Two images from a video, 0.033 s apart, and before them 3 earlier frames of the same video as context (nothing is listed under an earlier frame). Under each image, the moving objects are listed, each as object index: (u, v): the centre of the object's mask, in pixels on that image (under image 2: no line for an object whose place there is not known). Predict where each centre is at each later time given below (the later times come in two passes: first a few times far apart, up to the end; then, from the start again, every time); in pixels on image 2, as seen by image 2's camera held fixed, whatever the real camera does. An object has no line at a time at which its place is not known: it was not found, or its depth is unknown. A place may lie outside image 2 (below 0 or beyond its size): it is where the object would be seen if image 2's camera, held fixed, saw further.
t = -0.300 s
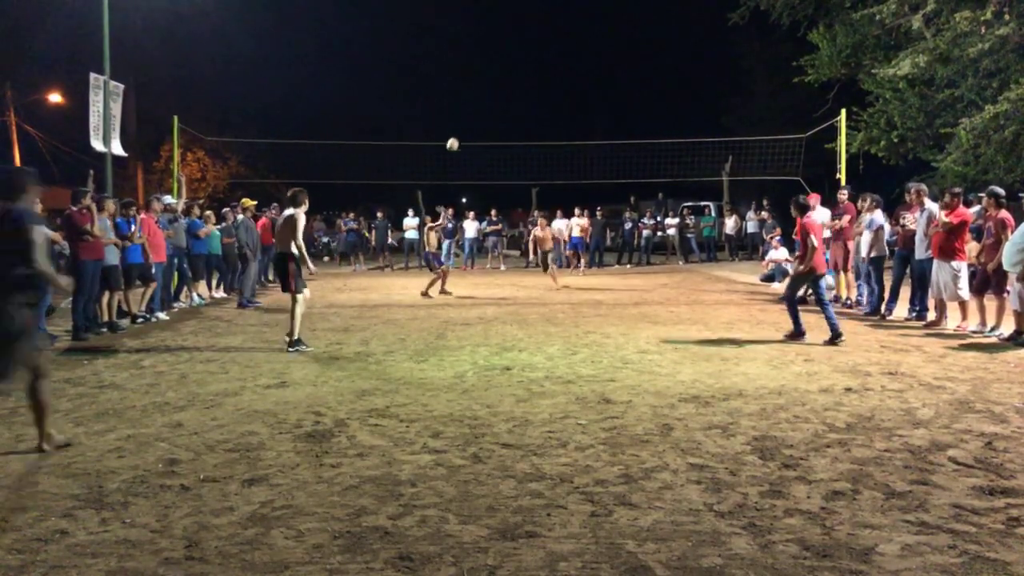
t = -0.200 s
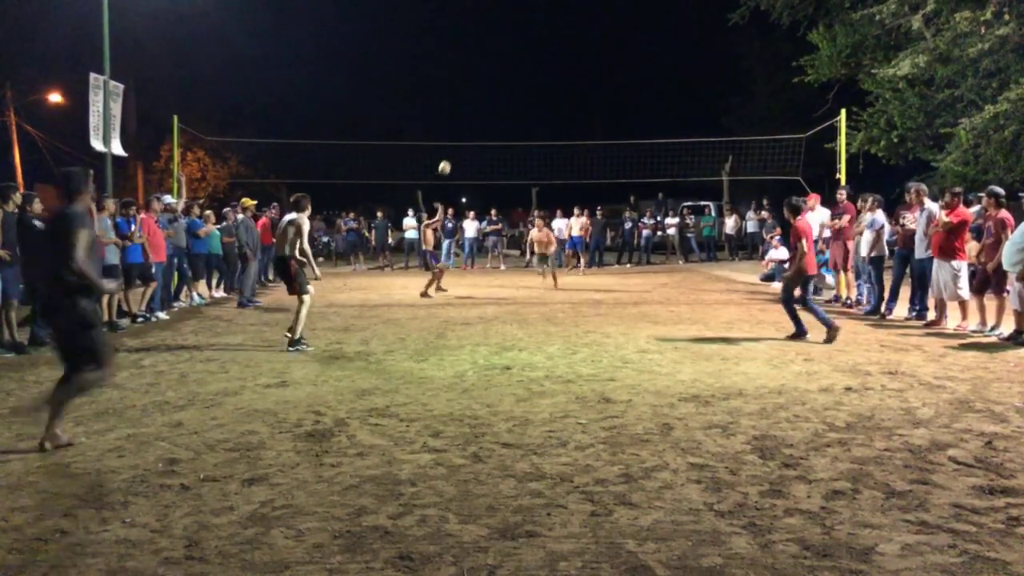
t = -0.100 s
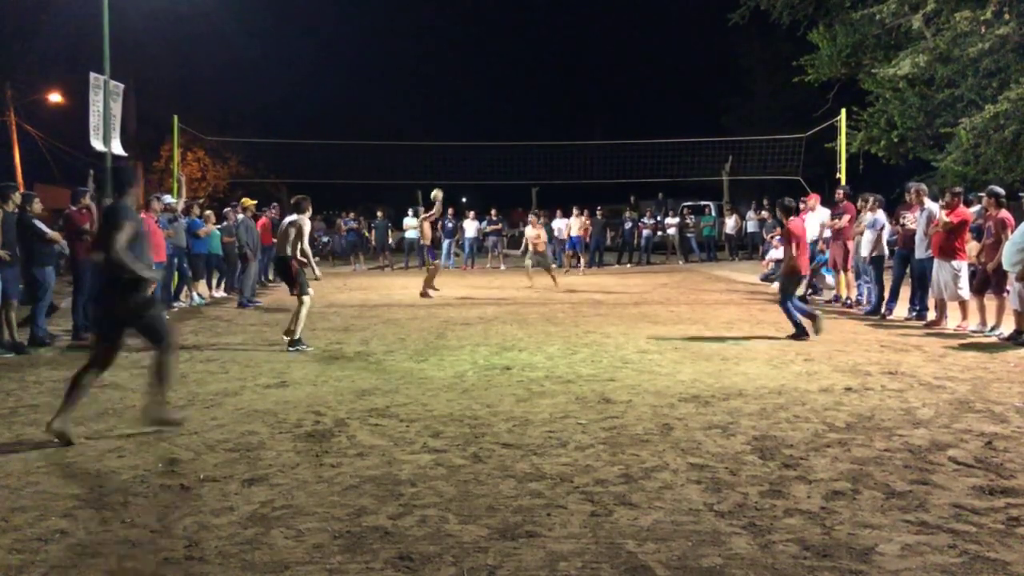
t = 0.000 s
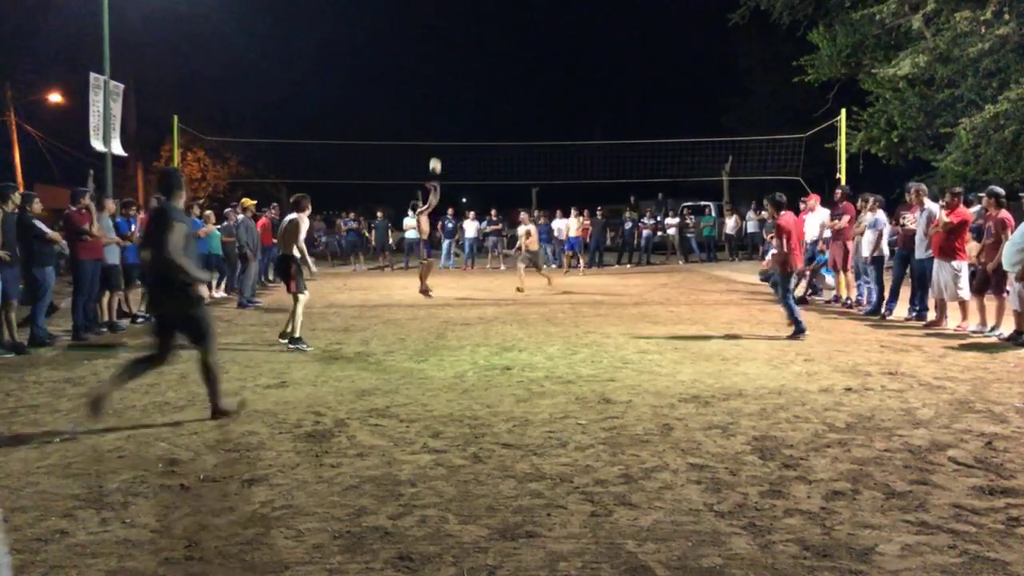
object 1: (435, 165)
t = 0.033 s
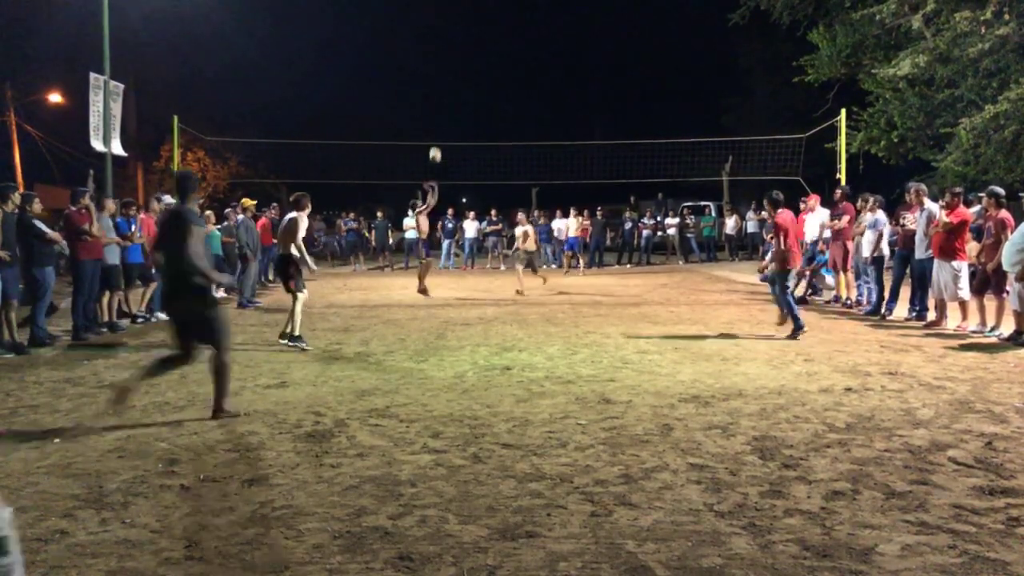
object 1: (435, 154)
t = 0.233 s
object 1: (435, 99)
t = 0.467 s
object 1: (435, 63)
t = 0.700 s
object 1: (435, 59)
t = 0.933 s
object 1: (436, 87)
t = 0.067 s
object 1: (435, 144)
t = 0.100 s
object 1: (435, 134)
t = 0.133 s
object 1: (435, 124)
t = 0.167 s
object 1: (435, 115)
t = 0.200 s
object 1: (435, 107)
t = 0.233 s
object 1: (435, 99)
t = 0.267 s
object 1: (435, 92)
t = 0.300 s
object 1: (435, 86)
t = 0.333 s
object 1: (435, 80)
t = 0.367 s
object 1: (435, 75)
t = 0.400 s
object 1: (435, 70)
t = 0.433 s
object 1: (435, 66)
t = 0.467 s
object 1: (435, 63)
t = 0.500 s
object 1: (435, 61)
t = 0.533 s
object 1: (435, 59)
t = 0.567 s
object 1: (435, 58)
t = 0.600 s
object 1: (435, 57)
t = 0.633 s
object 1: (435, 57)
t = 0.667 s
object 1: (435, 57)
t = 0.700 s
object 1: (435, 59)
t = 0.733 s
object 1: (435, 61)
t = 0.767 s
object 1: (435, 63)
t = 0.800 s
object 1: (436, 67)
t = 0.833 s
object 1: (436, 71)
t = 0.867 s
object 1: (436, 75)
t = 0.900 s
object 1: (436, 81)
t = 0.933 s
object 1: (436, 87)
